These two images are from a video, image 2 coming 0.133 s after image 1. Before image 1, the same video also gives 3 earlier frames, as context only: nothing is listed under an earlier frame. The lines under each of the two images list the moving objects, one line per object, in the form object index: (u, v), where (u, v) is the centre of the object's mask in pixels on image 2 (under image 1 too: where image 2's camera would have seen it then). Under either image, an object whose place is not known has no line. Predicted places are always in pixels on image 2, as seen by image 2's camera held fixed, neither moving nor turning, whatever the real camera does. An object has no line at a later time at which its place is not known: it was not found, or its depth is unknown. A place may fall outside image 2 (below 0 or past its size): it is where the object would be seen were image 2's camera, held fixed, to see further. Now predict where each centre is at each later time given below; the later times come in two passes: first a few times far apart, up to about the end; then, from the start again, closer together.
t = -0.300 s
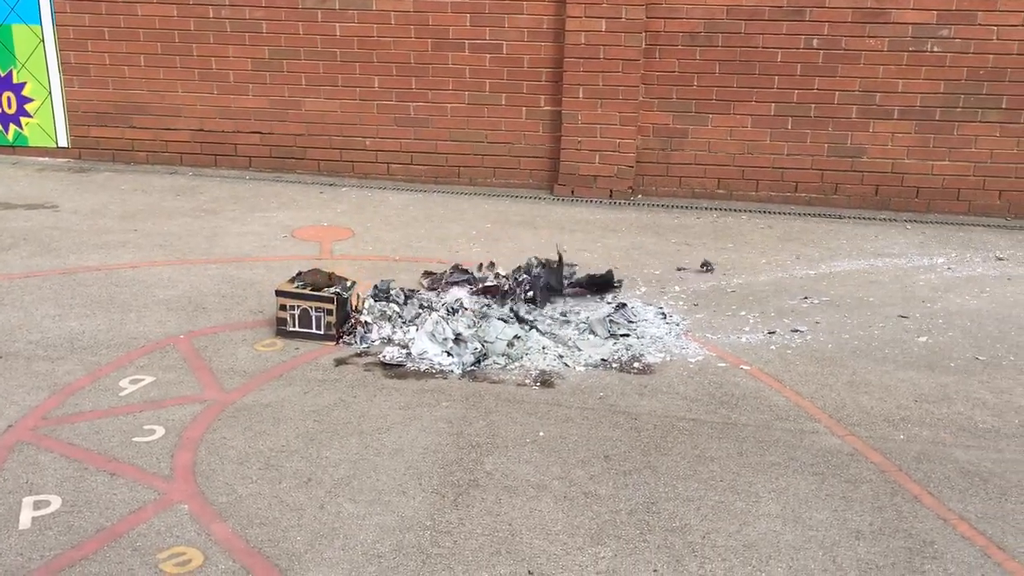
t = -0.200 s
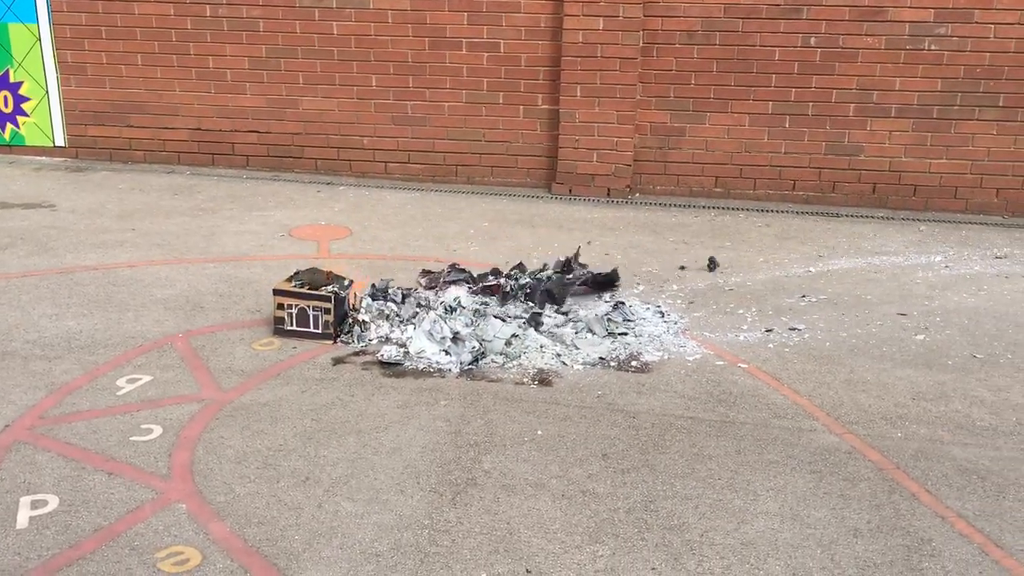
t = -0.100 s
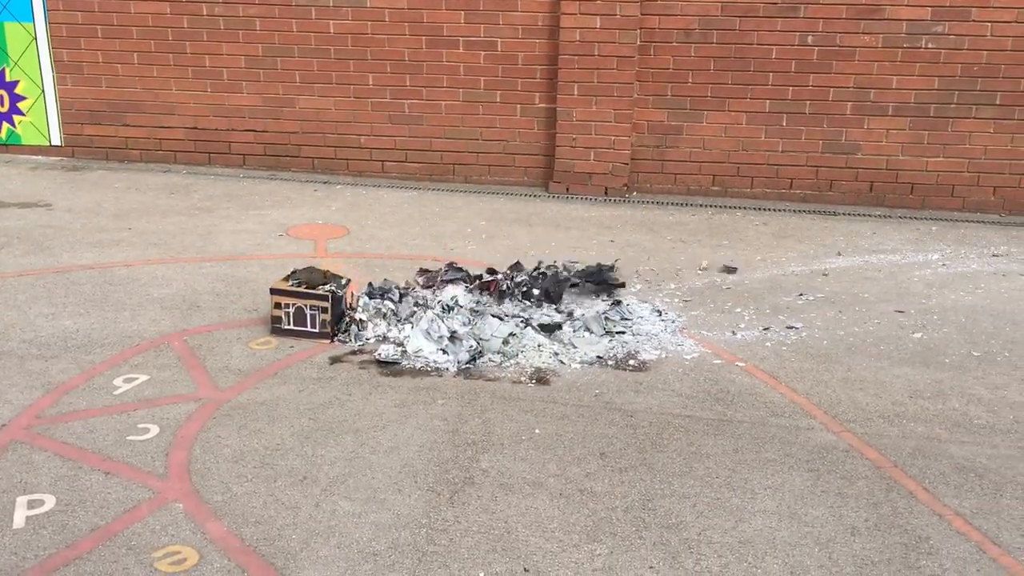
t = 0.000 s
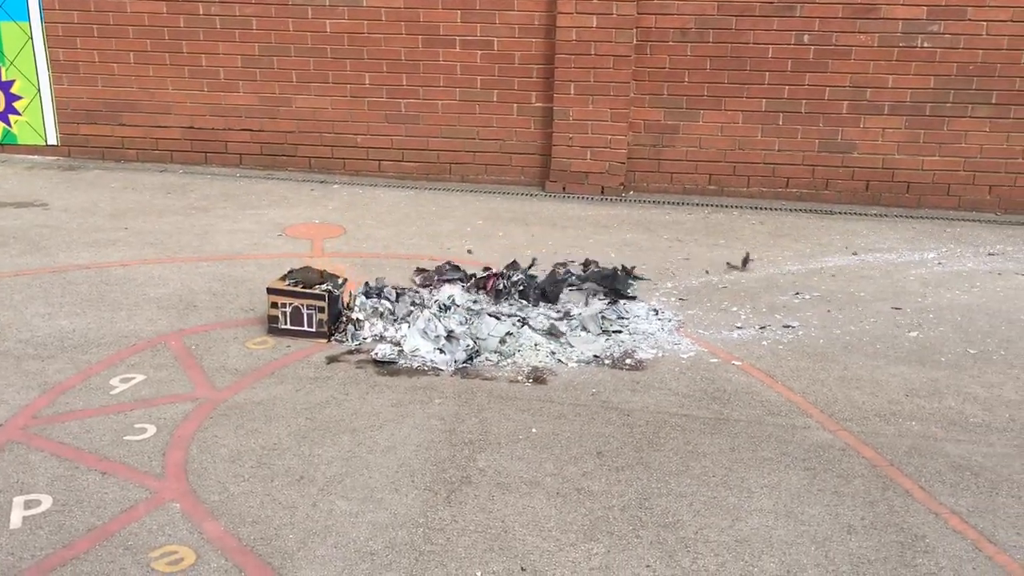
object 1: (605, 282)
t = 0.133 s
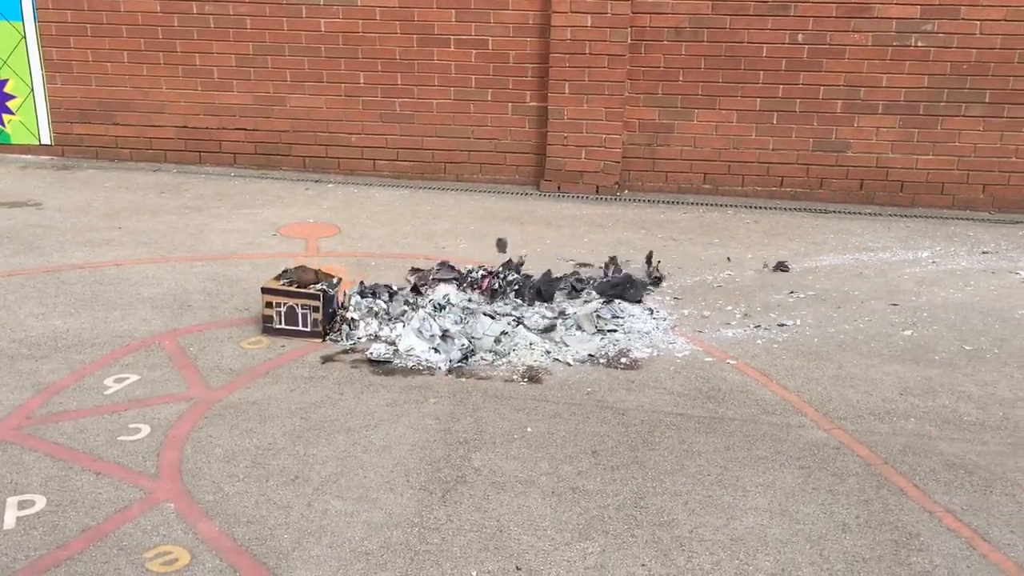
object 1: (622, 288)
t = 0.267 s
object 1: (633, 287)
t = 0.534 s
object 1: (673, 278)
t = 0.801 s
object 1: (759, 286)
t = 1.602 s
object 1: (1066, 191)
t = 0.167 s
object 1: (625, 288)
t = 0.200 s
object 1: (629, 288)
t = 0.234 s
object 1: (631, 287)
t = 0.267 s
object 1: (633, 287)
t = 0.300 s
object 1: (635, 287)
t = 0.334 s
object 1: (637, 284)
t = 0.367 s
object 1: (643, 285)
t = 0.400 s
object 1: (647, 285)
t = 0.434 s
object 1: (653, 284)
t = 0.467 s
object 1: (666, 282)
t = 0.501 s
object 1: (673, 281)
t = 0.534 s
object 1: (673, 278)
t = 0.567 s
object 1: (686, 279)
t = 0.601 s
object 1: (695, 281)
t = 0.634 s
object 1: (705, 282)
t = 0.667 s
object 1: (717, 285)
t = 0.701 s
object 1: (729, 287)
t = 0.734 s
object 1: (741, 288)
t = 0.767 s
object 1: (755, 290)
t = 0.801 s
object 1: (759, 286)
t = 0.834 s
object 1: (771, 288)
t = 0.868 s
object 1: (780, 288)
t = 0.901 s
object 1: (815, 285)
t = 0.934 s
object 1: (831, 284)
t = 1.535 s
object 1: (1046, 200)
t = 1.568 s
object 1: (1056, 195)
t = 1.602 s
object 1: (1066, 191)
